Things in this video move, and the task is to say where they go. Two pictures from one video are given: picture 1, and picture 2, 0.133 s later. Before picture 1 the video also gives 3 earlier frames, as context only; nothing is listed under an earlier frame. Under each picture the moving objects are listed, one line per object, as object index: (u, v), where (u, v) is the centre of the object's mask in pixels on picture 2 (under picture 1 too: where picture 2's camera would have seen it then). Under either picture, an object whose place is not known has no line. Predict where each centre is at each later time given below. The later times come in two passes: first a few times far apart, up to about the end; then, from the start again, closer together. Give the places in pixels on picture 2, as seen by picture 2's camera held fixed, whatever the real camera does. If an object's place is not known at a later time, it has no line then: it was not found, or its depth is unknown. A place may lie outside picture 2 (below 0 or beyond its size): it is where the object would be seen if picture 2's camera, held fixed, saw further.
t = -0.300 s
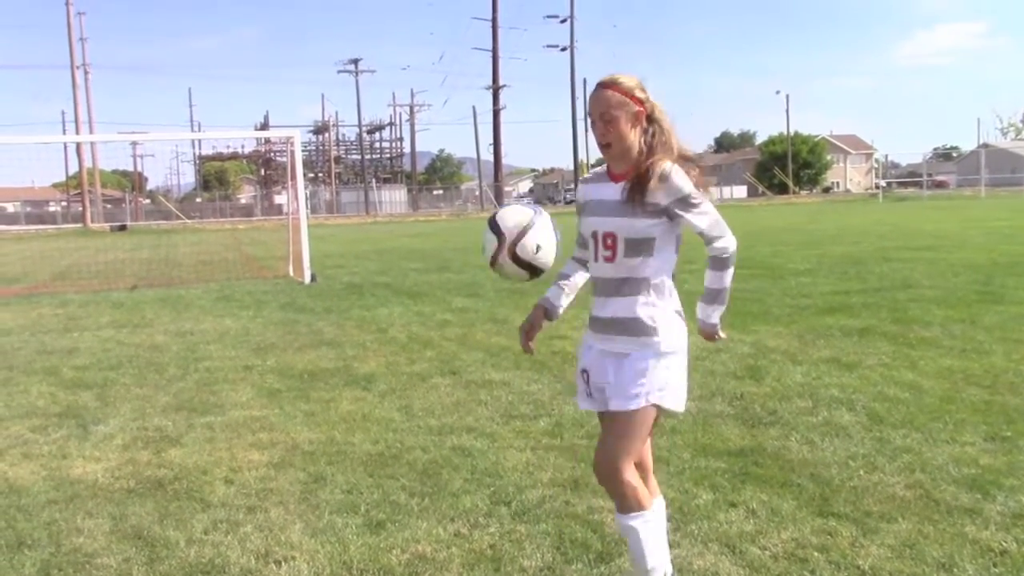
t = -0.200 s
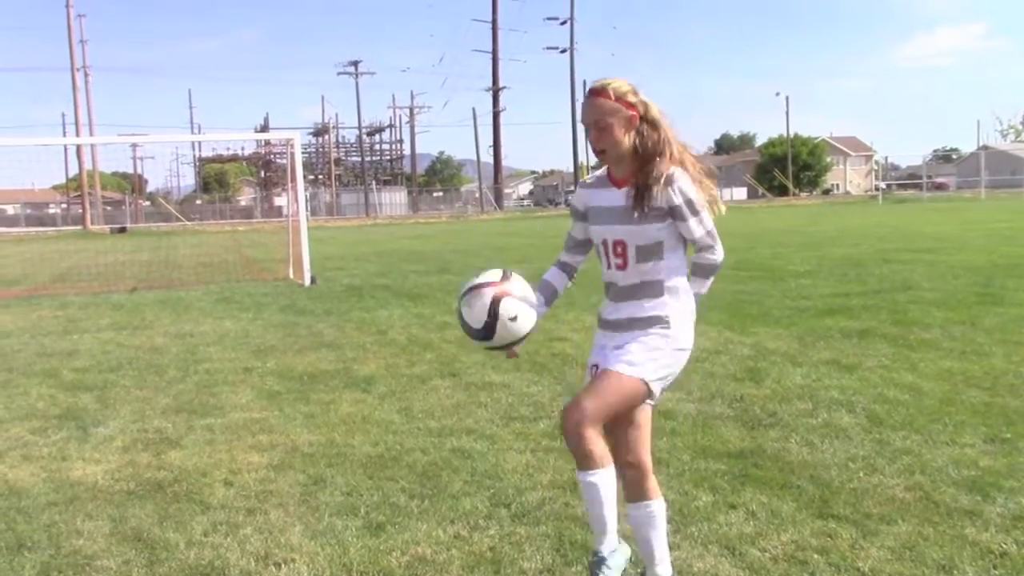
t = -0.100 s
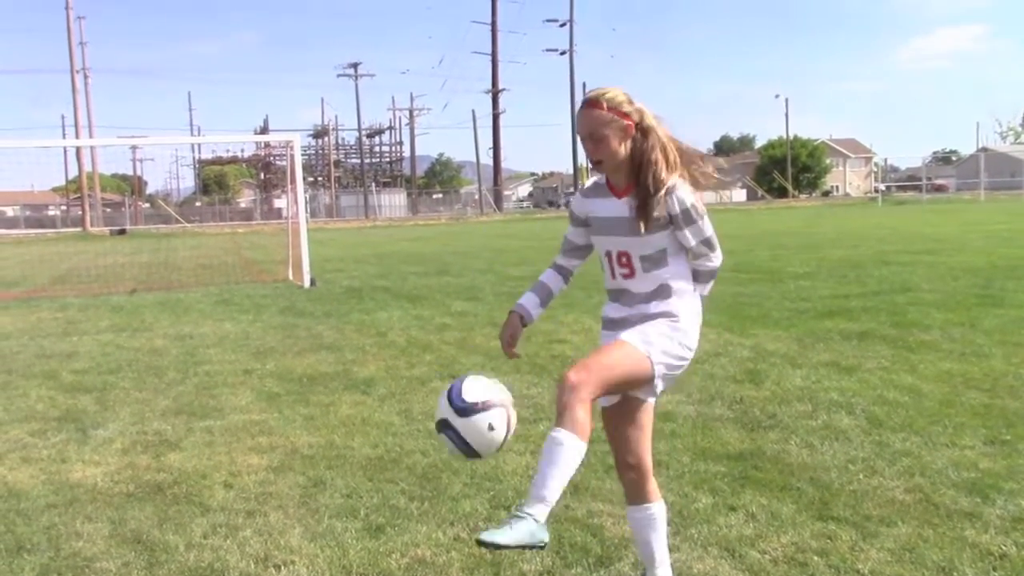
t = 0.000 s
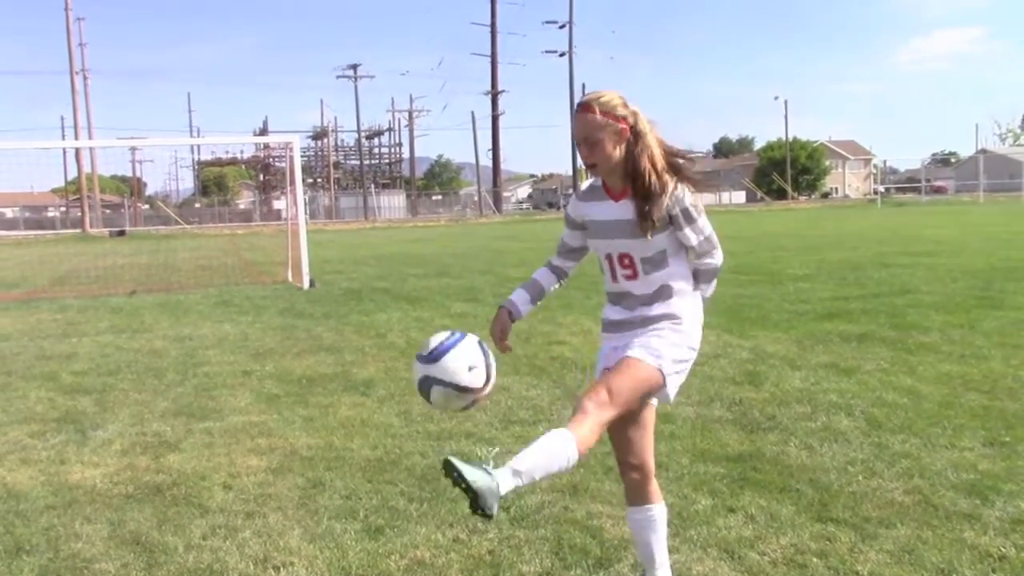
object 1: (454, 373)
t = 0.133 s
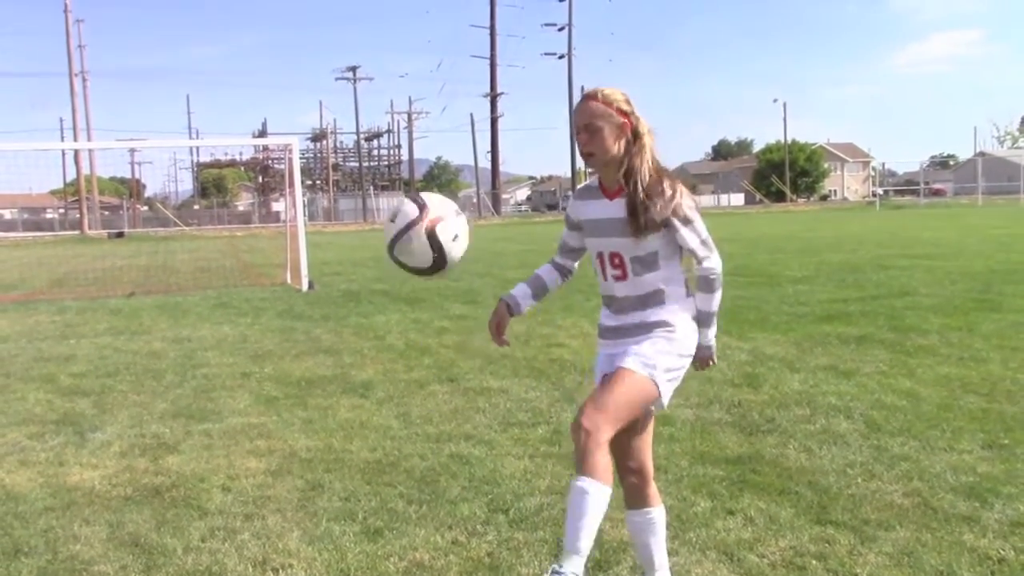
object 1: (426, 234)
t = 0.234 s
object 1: (406, 165)
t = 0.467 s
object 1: (367, 153)
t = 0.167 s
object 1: (419, 208)
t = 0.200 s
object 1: (413, 184)
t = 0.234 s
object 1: (406, 165)
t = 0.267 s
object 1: (400, 150)
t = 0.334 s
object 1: (390, 134)
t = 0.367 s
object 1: (384, 133)
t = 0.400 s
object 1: (379, 135)
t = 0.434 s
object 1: (372, 142)
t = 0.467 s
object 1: (367, 153)
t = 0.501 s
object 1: (362, 170)
